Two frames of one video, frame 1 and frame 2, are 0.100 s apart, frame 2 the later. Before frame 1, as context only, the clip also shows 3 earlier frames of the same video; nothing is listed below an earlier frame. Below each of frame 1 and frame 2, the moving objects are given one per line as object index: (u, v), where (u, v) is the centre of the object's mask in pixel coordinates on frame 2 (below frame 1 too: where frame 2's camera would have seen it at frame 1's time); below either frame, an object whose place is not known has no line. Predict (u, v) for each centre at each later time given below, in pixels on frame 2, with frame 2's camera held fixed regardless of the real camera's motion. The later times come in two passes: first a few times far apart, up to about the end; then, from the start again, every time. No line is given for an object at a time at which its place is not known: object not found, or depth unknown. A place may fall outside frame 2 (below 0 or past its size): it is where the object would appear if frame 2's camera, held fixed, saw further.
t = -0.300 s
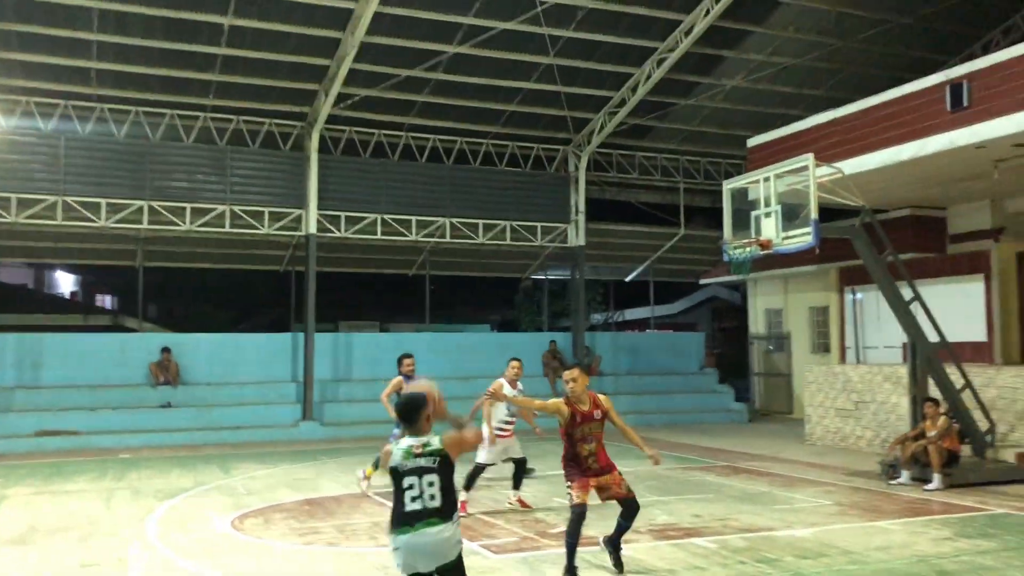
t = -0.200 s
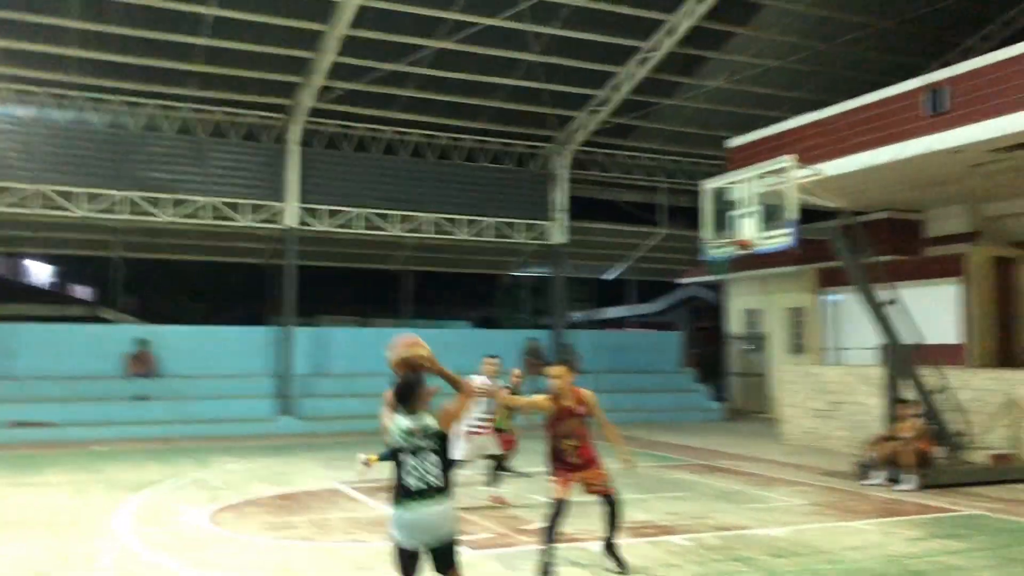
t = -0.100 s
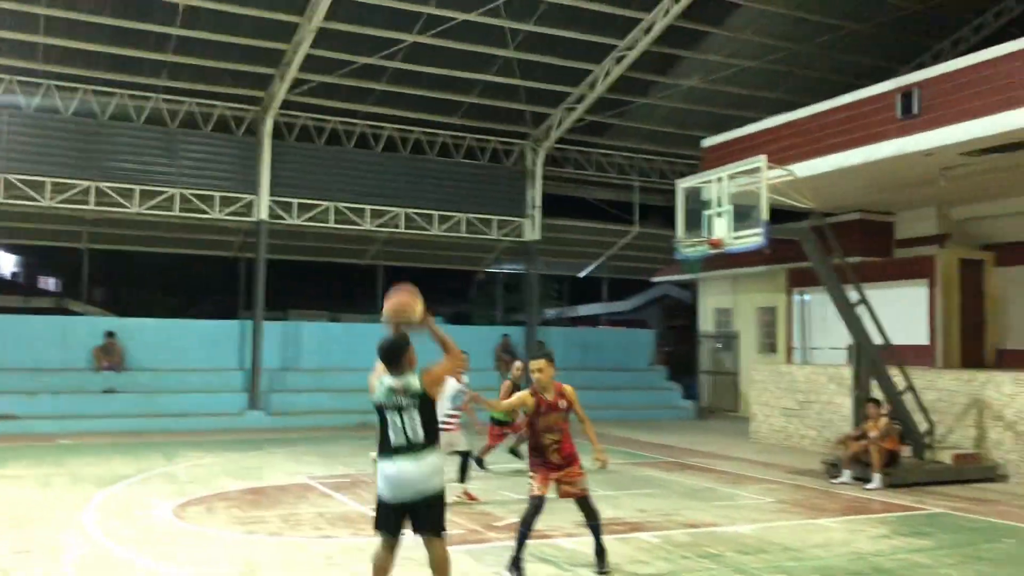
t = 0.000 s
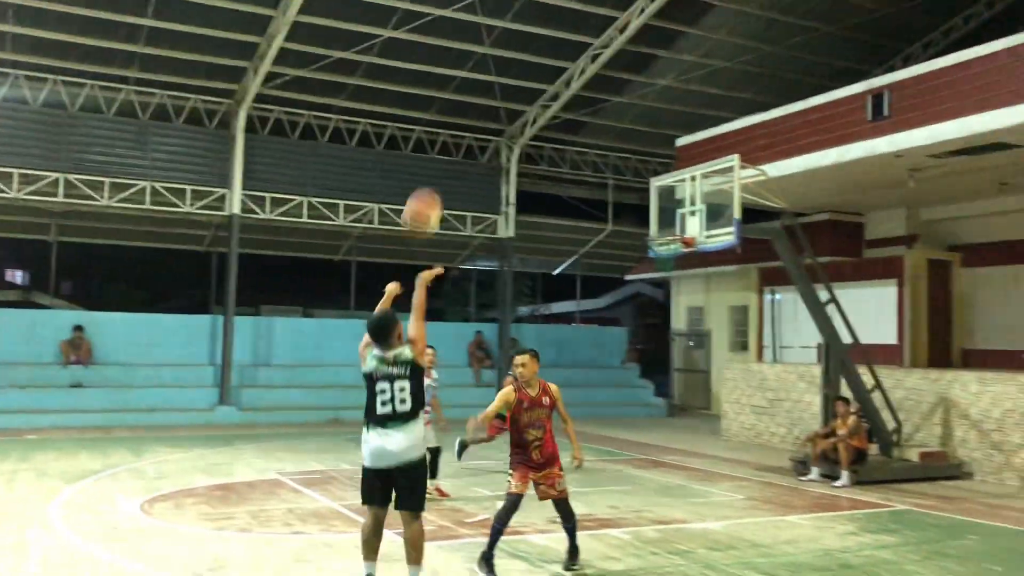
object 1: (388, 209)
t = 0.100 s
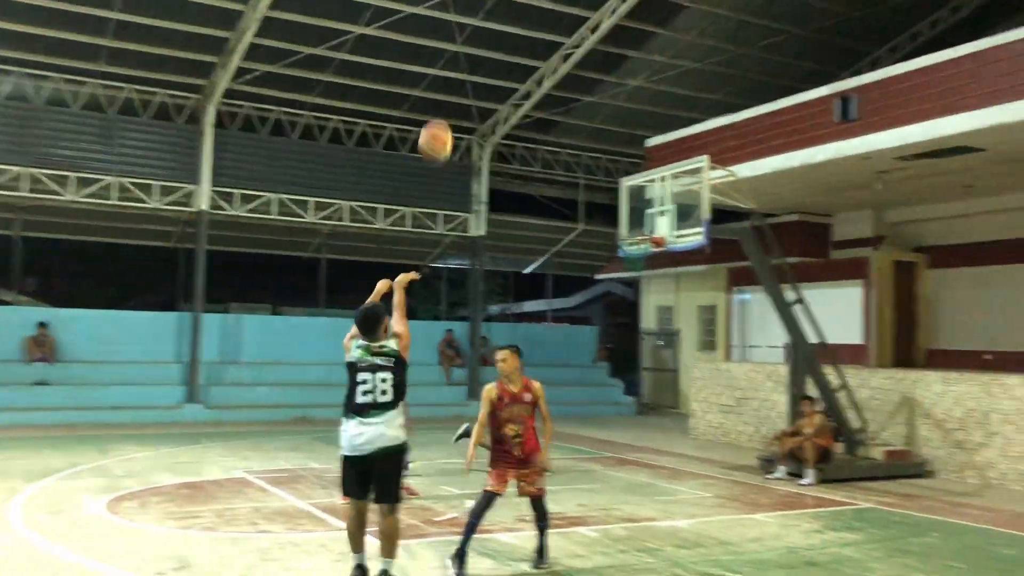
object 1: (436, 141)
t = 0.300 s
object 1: (502, 70)
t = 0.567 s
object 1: (560, 65)
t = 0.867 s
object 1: (605, 133)
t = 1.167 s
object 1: (634, 223)
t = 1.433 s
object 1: (655, 163)
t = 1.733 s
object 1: (680, 162)
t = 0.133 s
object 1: (448, 124)
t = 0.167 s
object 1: (461, 109)
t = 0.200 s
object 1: (472, 96)
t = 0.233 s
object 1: (482, 85)
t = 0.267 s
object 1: (493, 77)
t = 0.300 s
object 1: (502, 70)
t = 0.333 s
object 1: (511, 65)
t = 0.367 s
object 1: (519, 62)
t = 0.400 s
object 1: (527, 59)
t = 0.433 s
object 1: (535, 58)
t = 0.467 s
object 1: (542, 58)
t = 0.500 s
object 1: (548, 59)
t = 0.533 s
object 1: (554, 61)
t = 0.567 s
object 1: (560, 65)
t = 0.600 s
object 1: (566, 70)
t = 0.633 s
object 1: (572, 75)
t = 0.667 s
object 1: (577, 81)
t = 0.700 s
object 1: (582, 87)
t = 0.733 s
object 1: (587, 95)
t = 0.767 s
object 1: (592, 104)
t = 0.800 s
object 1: (596, 112)
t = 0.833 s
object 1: (601, 123)
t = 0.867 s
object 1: (605, 133)
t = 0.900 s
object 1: (609, 144)
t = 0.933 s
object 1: (612, 155)
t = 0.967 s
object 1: (616, 167)
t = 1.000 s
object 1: (618, 180)
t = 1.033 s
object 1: (620, 193)
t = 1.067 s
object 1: (624, 207)
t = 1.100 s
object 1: (629, 221)
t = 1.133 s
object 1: (632, 230)
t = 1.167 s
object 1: (634, 223)
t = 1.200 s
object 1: (637, 212)
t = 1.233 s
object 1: (639, 203)
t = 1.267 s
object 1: (641, 195)
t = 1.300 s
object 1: (643, 188)
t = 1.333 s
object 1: (647, 180)
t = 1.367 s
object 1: (650, 173)
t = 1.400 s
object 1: (653, 167)
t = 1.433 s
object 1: (655, 163)
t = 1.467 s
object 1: (658, 160)
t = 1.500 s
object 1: (661, 157)
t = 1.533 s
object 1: (663, 155)
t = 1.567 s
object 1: (667, 154)
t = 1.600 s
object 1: (669, 153)
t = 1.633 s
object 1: (672, 154)
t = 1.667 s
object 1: (675, 156)
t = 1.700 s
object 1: (678, 158)
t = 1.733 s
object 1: (680, 162)
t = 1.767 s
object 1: (683, 167)
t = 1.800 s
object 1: (686, 172)
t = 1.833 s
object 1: (689, 180)
